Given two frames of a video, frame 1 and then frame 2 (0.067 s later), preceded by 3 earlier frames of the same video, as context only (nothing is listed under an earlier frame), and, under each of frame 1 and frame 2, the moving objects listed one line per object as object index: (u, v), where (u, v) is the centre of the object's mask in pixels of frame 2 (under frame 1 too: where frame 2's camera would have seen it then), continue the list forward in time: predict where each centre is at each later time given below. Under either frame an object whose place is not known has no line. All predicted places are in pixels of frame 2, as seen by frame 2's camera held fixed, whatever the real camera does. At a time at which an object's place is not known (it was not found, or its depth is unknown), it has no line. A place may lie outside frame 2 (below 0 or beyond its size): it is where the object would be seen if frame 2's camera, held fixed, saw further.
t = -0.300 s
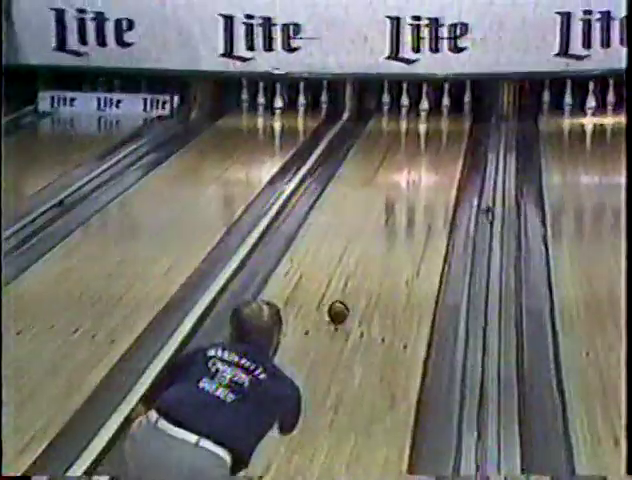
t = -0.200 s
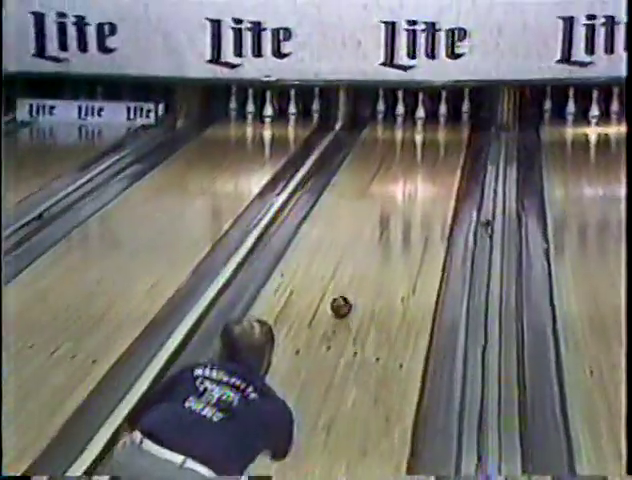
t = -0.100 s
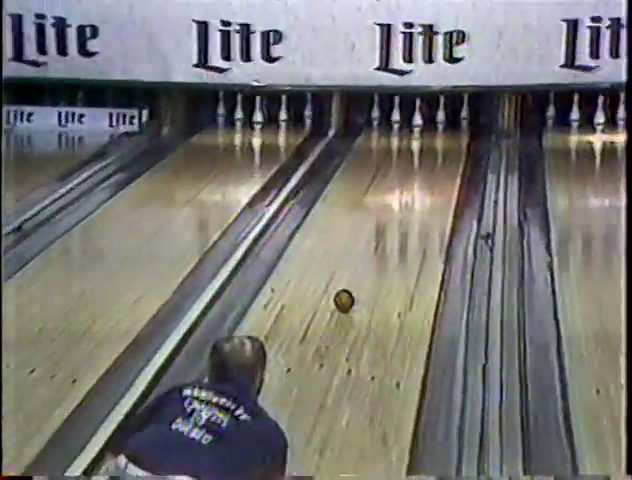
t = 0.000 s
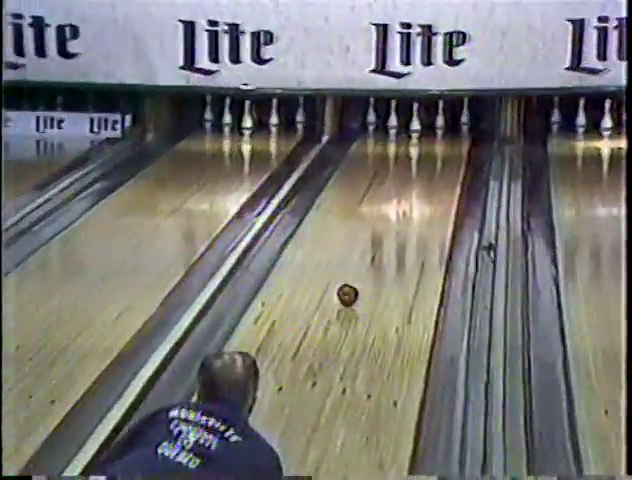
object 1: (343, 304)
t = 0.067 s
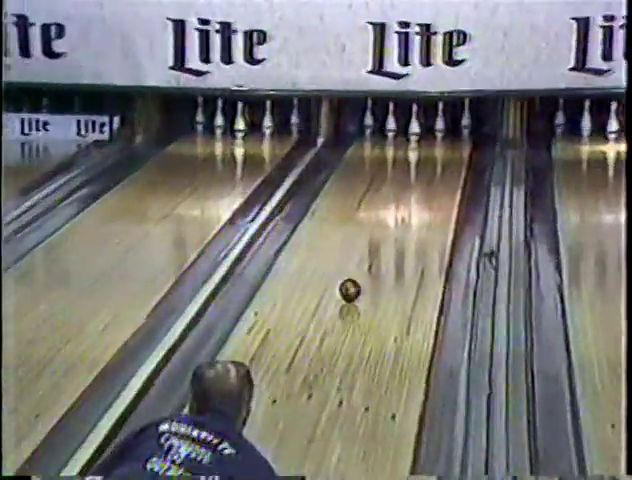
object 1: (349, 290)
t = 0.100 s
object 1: (352, 285)
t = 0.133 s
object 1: (355, 277)
